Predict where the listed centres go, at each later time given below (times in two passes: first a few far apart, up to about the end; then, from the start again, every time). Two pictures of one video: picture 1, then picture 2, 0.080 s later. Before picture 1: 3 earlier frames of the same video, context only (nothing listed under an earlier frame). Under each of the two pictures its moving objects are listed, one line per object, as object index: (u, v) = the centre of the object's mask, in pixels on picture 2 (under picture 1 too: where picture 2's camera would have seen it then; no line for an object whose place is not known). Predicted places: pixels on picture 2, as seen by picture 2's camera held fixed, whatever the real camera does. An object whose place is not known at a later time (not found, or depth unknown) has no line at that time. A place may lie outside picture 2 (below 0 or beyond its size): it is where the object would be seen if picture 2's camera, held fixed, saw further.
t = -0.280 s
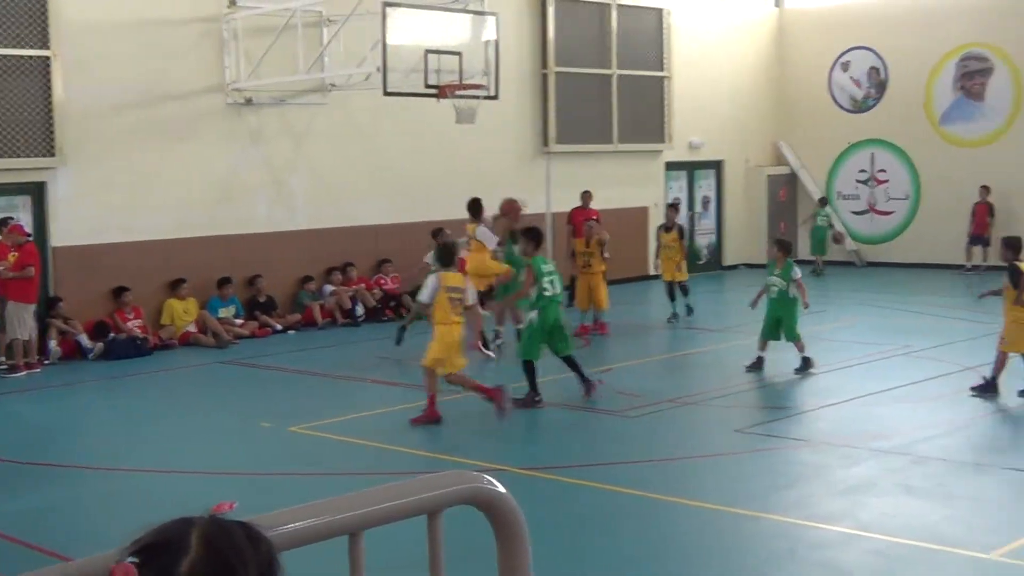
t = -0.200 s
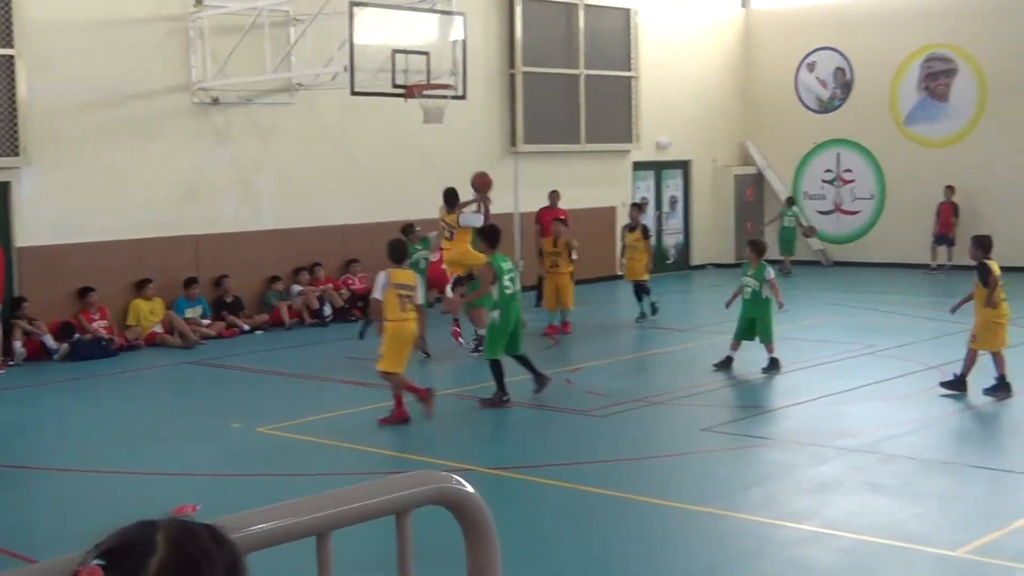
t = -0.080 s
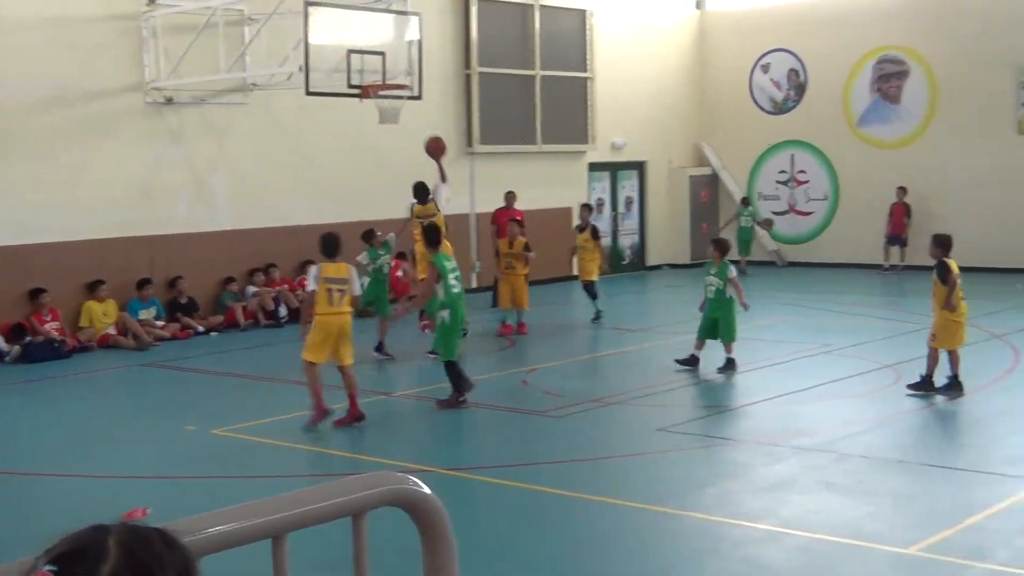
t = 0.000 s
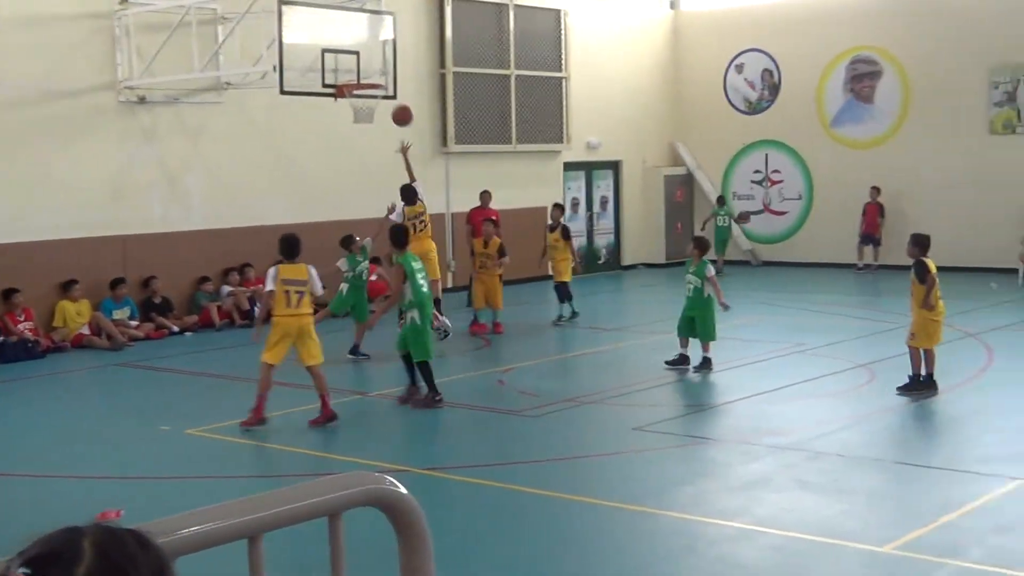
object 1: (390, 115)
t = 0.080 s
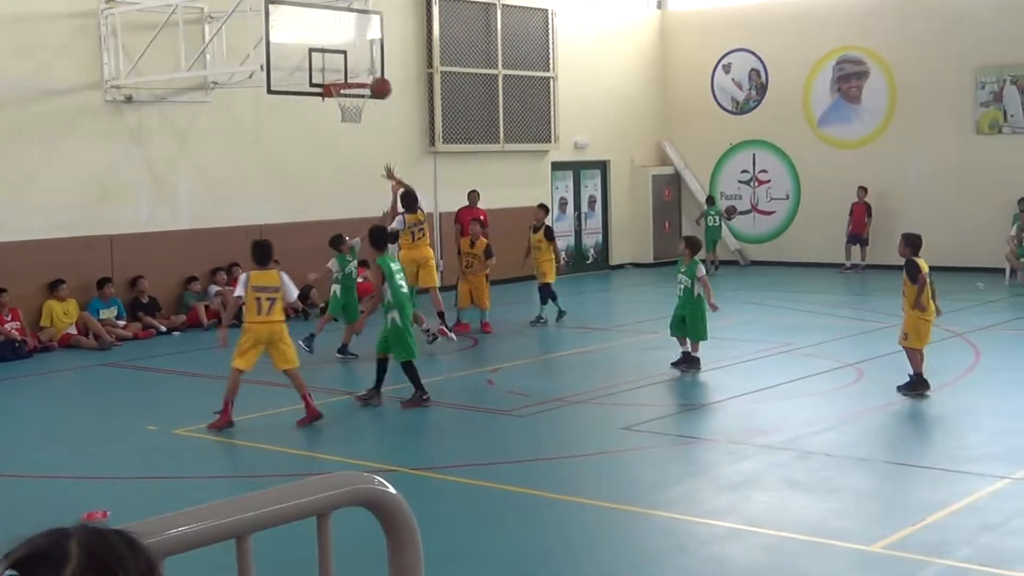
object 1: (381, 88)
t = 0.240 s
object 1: (362, 53)
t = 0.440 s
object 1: (341, 41)
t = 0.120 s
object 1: (375, 77)
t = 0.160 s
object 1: (371, 67)
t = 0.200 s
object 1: (366, 59)
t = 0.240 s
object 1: (362, 53)
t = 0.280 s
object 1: (358, 47)
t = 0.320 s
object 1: (353, 44)
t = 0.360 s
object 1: (349, 41)
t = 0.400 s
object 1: (345, 40)
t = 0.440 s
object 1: (341, 41)
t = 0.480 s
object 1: (337, 43)
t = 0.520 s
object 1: (333, 46)
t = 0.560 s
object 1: (330, 51)
